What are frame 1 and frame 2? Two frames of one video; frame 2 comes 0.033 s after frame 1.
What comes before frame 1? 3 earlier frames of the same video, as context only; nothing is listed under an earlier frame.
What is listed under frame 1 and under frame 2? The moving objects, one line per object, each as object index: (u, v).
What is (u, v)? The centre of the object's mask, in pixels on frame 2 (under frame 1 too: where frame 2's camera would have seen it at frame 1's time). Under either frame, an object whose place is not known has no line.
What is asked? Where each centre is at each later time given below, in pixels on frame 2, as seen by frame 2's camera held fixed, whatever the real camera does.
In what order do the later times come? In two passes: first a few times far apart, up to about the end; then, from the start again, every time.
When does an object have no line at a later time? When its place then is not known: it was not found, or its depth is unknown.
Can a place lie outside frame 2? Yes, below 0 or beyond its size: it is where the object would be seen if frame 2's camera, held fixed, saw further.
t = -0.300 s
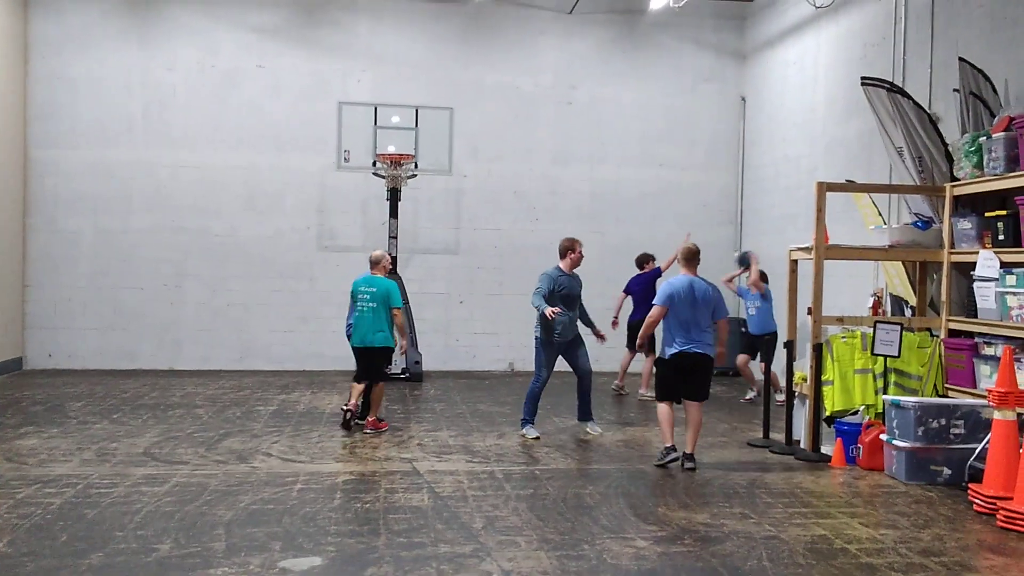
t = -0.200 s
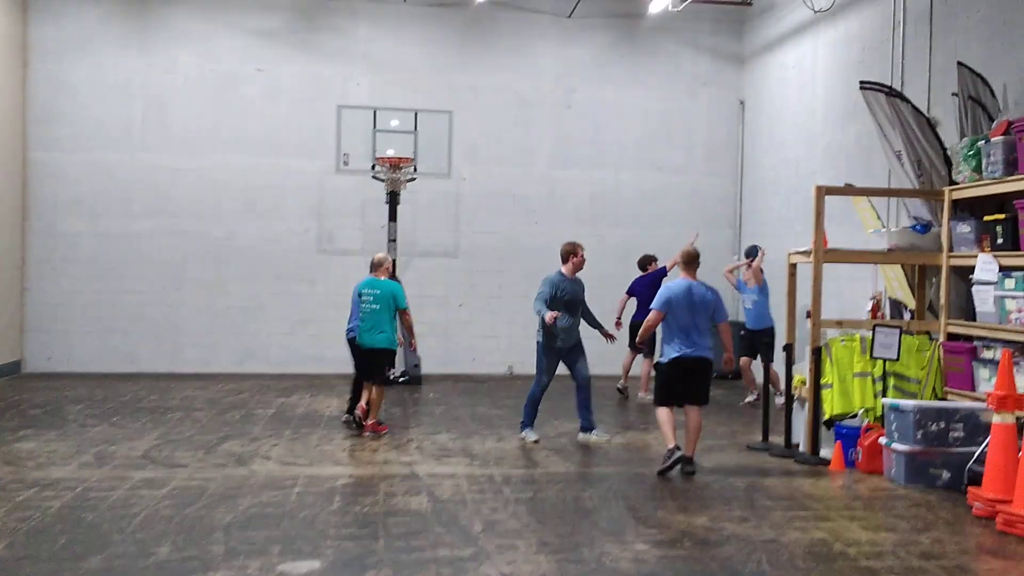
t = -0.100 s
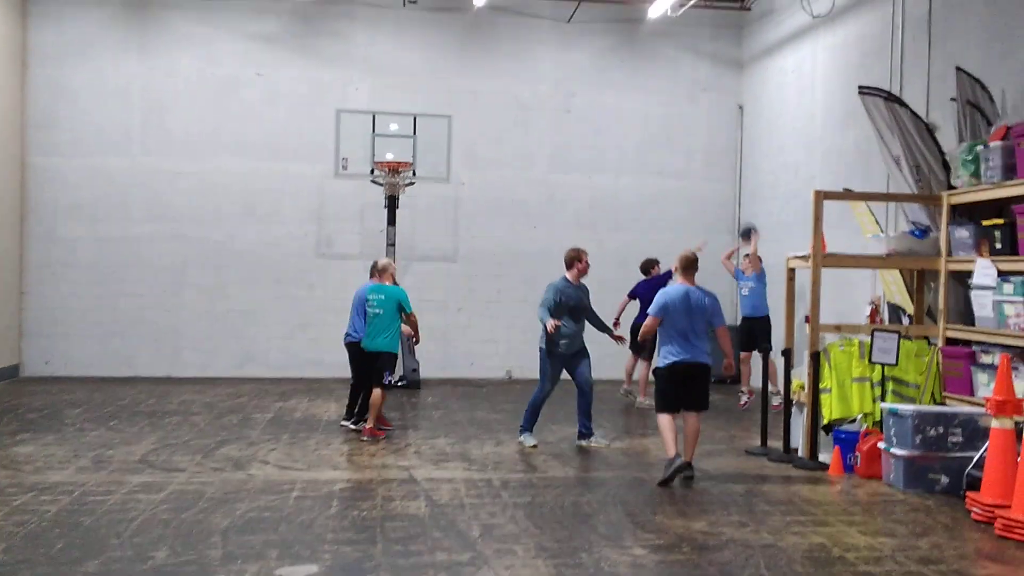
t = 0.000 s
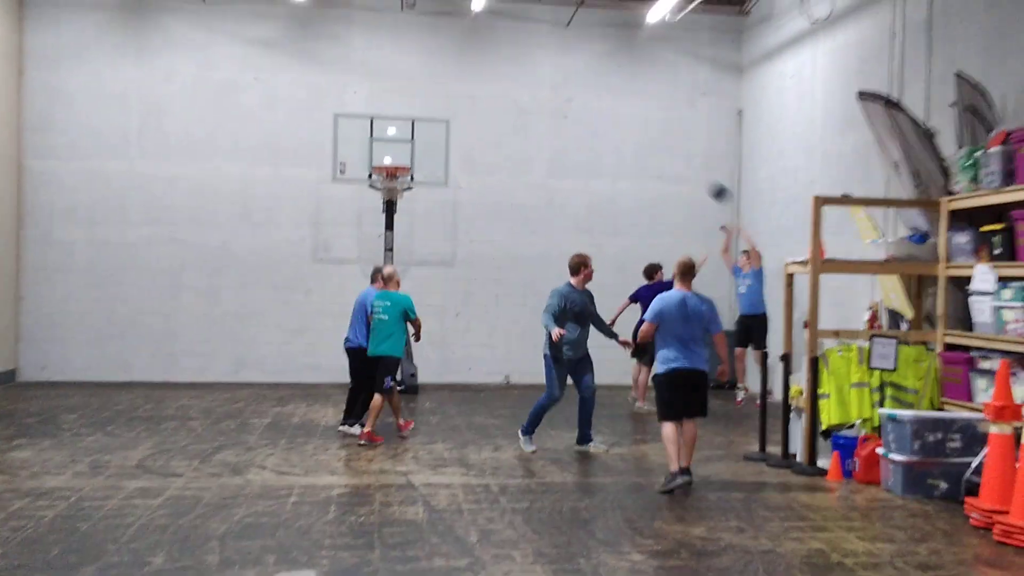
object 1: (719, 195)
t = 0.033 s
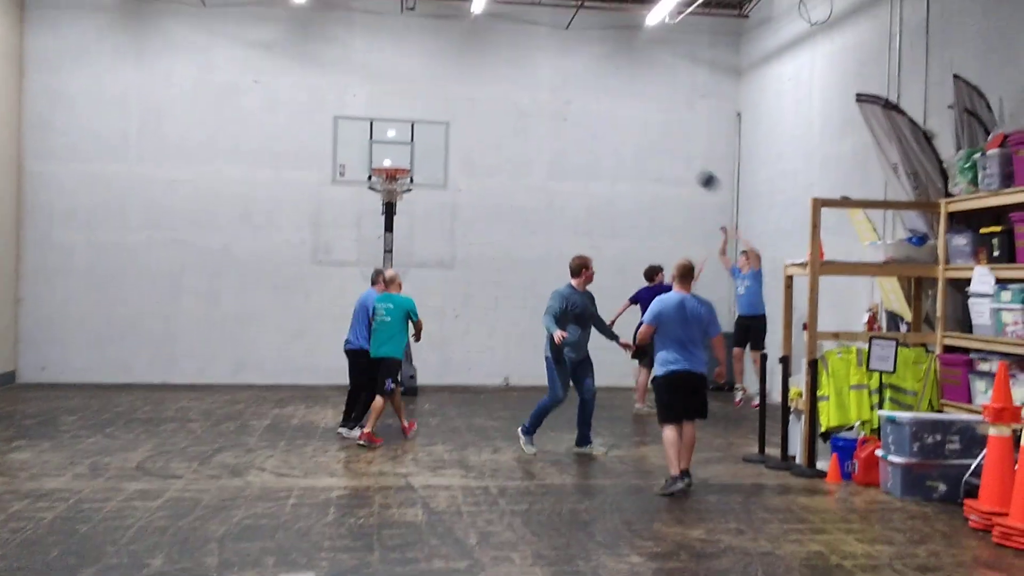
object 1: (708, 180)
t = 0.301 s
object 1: (625, 102)
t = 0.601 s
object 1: (535, 78)
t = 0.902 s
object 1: (449, 122)
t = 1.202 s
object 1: (413, 134)
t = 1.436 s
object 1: (424, 127)
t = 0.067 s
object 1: (697, 167)
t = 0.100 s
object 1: (687, 156)
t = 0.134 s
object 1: (677, 145)
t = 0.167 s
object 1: (666, 134)
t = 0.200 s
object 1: (656, 125)
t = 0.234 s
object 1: (646, 116)
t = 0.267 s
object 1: (636, 109)
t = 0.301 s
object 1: (625, 102)
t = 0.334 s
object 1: (615, 95)
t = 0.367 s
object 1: (605, 90)
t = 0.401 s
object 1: (595, 86)
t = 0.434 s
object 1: (585, 83)
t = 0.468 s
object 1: (575, 80)
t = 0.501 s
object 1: (565, 78)
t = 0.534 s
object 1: (555, 78)
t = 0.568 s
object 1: (545, 77)
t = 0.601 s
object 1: (535, 78)
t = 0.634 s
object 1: (525, 80)
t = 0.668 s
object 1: (515, 83)
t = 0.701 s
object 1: (506, 86)
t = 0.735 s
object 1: (496, 90)
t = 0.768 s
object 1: (486, 95)
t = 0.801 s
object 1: (477, 101)
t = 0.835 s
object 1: (467, 107)
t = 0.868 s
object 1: (457, 115)
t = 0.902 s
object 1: (449, 122)
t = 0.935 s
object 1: (438, 132)
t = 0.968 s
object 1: (428, 142)
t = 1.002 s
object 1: (419, 152)
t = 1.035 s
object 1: (409, 163)
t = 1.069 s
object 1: (409, 159)
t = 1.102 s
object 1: (409, 151)
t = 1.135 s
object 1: (410, 144)
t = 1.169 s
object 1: (411, 138)
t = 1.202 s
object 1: (413, 134)
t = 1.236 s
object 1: (415, 131)
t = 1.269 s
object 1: (416, 128)
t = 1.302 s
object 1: (418, 126)
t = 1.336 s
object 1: (419, 125)
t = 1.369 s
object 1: (421, 125)
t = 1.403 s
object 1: (422, 126)
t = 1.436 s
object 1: (424, 127)
